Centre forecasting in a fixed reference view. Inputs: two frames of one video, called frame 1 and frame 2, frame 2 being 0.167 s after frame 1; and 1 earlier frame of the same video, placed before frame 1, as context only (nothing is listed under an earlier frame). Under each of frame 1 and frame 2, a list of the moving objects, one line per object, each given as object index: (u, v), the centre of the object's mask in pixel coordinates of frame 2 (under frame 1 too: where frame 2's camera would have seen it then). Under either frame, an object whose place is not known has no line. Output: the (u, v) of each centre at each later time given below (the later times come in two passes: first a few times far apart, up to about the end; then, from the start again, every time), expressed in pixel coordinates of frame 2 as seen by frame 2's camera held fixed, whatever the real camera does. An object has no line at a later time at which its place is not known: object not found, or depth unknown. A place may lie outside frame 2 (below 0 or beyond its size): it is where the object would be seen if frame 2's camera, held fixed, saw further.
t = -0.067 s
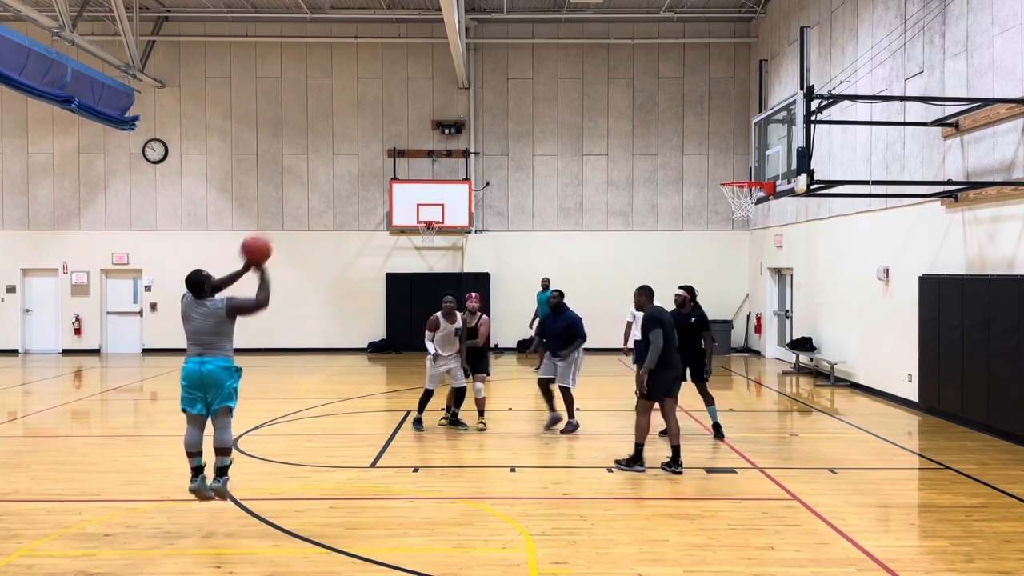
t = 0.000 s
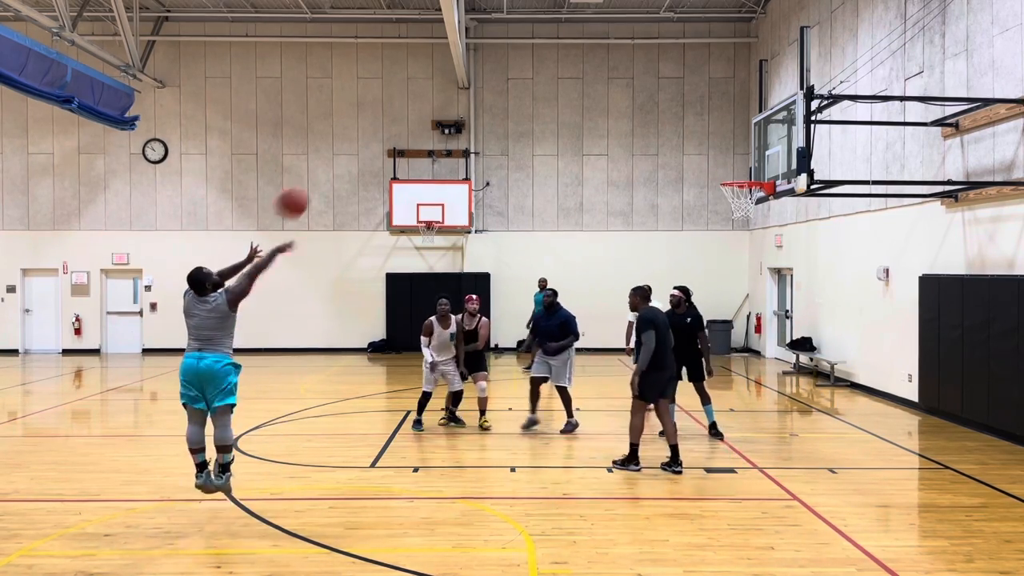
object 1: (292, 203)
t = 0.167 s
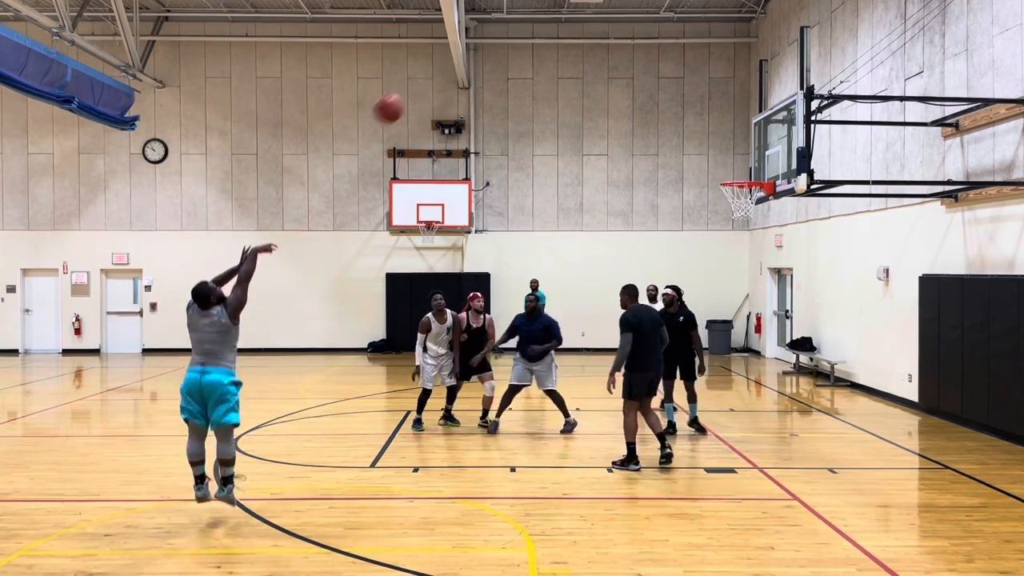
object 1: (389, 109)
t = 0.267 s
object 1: (440, 73)
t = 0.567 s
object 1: (568, 40)
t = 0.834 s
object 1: (659, 82)
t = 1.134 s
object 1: (739, 191)
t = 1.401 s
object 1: (766, 236)
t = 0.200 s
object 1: (406, 96)
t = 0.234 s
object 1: (423, 84)
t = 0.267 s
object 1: (440, 73)
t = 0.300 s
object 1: (455, 65)
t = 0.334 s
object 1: (470, 58)
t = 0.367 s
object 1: (486, 51)
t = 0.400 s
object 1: (499, 46)
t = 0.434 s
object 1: (514, 43)
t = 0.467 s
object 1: (528, 40)
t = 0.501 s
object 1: (542, 39)
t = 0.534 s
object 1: (555, 39)
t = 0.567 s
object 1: (568, 40)
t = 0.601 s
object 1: (581, 42)
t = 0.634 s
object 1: (592, 45)
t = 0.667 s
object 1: (604, 49)
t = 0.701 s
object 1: (615, 54)
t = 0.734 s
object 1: (627, 60)
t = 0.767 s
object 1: (638, 66)
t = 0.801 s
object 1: (649, 74)
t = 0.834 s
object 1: (659, 82)
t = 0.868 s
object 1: (669, 91)
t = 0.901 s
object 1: (679, 101)
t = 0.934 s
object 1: (689, 112)
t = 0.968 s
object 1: (698, 123)
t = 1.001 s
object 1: (708, 135)
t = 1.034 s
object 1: (716, 147)
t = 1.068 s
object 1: (725, 160)
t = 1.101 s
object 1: (733, 172)
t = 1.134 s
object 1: (739, 191)
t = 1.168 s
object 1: (748, 201)
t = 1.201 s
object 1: (752, 205)
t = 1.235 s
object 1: (755, 208)
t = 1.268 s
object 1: (757, 212)
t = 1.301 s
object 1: (760, 216)
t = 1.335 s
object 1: (762, 222)
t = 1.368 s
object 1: (764, 228)
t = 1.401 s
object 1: (766, 236)
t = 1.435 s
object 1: (768, 244)
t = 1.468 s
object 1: (771, 253)
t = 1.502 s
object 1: (773, 262)
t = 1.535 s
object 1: (775, 273)
